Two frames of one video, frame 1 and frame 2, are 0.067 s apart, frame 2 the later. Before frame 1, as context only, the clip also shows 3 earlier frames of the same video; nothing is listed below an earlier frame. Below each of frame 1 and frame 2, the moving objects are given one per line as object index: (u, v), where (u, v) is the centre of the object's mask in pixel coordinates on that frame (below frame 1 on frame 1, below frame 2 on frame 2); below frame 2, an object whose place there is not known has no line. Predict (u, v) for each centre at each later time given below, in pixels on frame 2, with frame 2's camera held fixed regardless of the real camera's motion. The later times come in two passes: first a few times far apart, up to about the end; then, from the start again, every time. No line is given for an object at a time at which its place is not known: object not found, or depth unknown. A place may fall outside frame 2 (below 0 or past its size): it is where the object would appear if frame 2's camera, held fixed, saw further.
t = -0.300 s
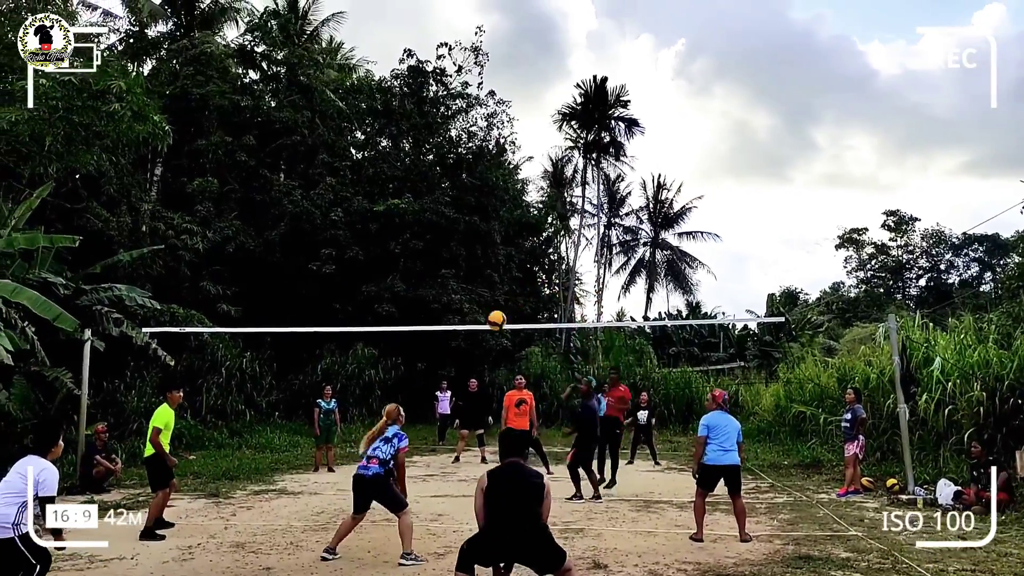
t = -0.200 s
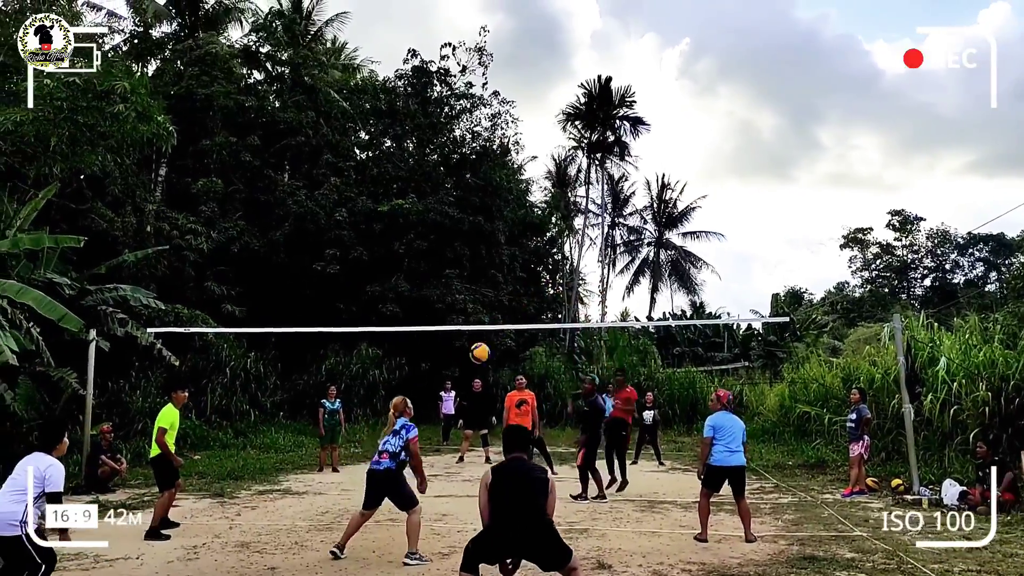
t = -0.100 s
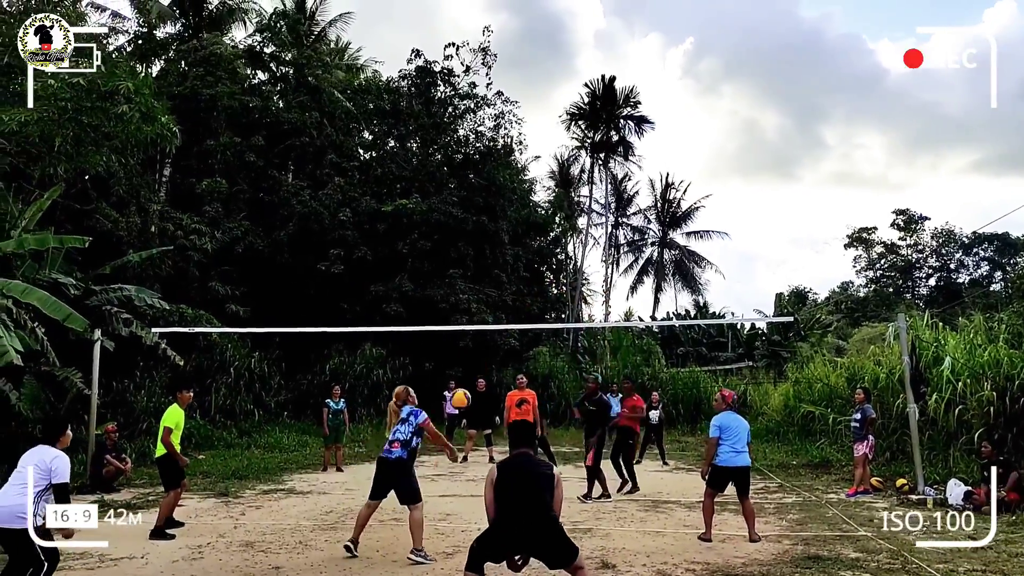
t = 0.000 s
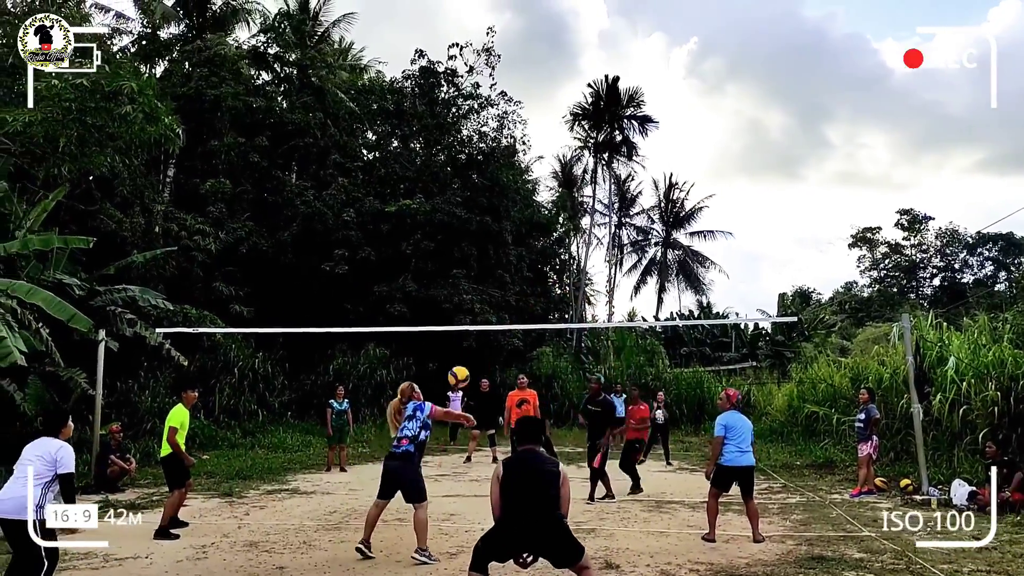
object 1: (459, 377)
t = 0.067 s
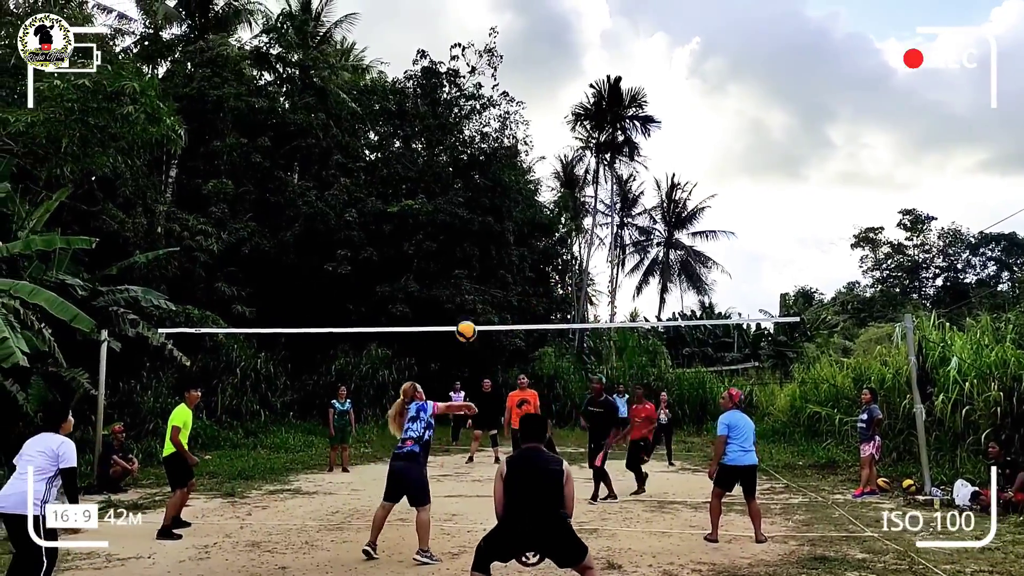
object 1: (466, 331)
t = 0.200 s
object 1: (475, 257)
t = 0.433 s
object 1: (489, 175)
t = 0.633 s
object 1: (499, 148)
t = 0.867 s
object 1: (510, 158)
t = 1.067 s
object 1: (517, 203)
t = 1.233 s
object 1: (522, 261)
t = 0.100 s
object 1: (469, 311)
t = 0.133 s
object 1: (471, 291)
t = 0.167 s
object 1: (473, 273)
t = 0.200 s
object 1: (475, 257)
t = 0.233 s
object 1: (477, 242)
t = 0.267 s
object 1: (479, 228)
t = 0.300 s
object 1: (481, 215)
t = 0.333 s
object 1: (483, 203)
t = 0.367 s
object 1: (485, 193)
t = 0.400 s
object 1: (487, 184)
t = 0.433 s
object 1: (489, 175)
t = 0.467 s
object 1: (490, 169)
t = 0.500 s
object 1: (493, 161)
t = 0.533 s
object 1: (494, 156)
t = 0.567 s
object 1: (496, 152)
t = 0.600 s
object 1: (497, 150)
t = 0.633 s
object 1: (499, 148)
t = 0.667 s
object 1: (500, 146)
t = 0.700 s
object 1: (502, 147)
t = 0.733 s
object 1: (504, 146)
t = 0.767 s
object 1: (505, 148)
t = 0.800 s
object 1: (506, 150)
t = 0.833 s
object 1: (508, 152)
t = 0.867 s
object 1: (510, 158)
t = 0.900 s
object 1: (511, 164)
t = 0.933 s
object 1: (512, 170)
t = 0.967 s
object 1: (513, 177)
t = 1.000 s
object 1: (515, 185)
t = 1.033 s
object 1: (516, 193)
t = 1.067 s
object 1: (517, 203)
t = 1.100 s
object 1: (518, 213)
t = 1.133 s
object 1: (519, 224)
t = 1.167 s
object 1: (520, 235)
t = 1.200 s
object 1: (521, 248)
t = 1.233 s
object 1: (522, 261)
